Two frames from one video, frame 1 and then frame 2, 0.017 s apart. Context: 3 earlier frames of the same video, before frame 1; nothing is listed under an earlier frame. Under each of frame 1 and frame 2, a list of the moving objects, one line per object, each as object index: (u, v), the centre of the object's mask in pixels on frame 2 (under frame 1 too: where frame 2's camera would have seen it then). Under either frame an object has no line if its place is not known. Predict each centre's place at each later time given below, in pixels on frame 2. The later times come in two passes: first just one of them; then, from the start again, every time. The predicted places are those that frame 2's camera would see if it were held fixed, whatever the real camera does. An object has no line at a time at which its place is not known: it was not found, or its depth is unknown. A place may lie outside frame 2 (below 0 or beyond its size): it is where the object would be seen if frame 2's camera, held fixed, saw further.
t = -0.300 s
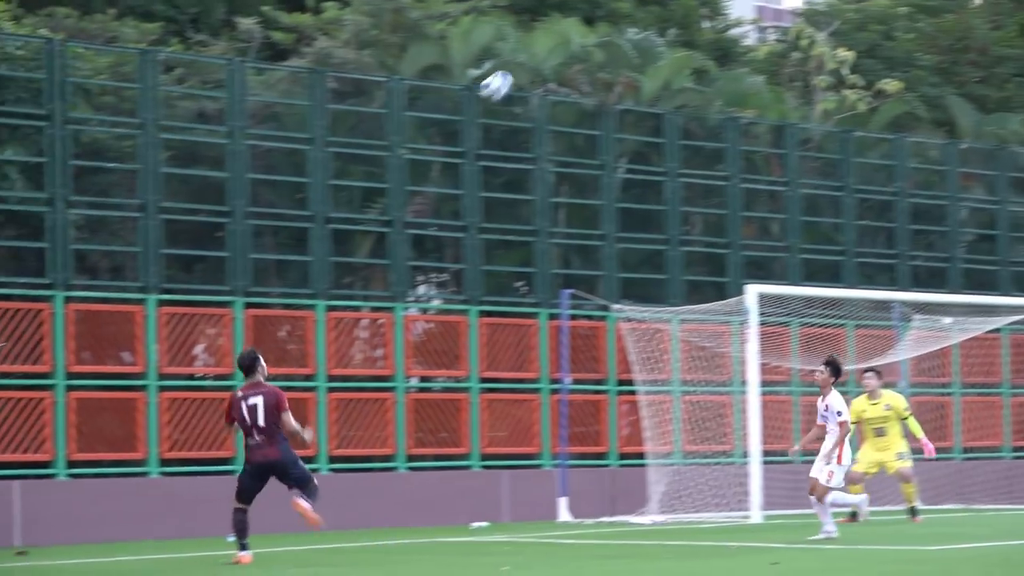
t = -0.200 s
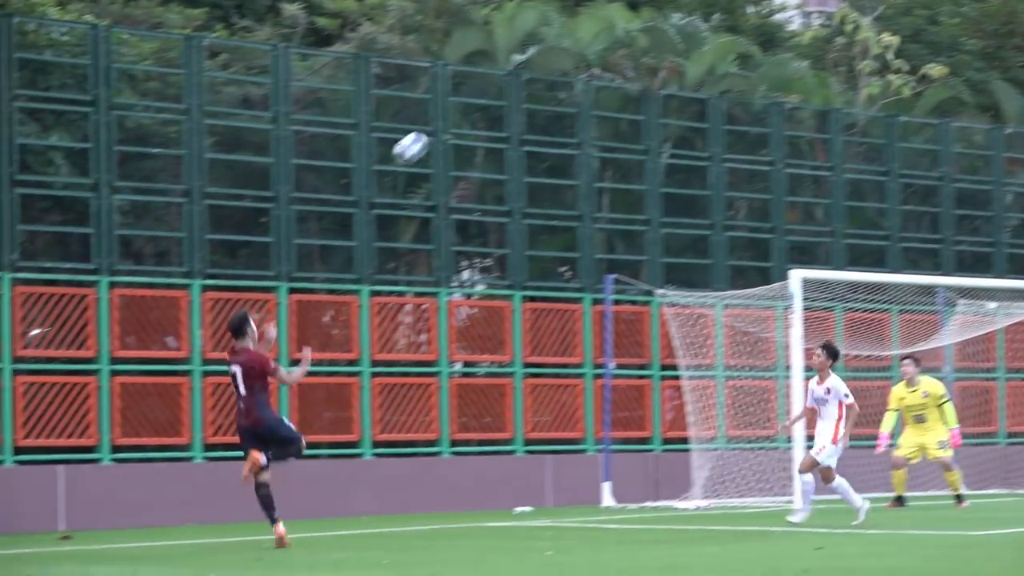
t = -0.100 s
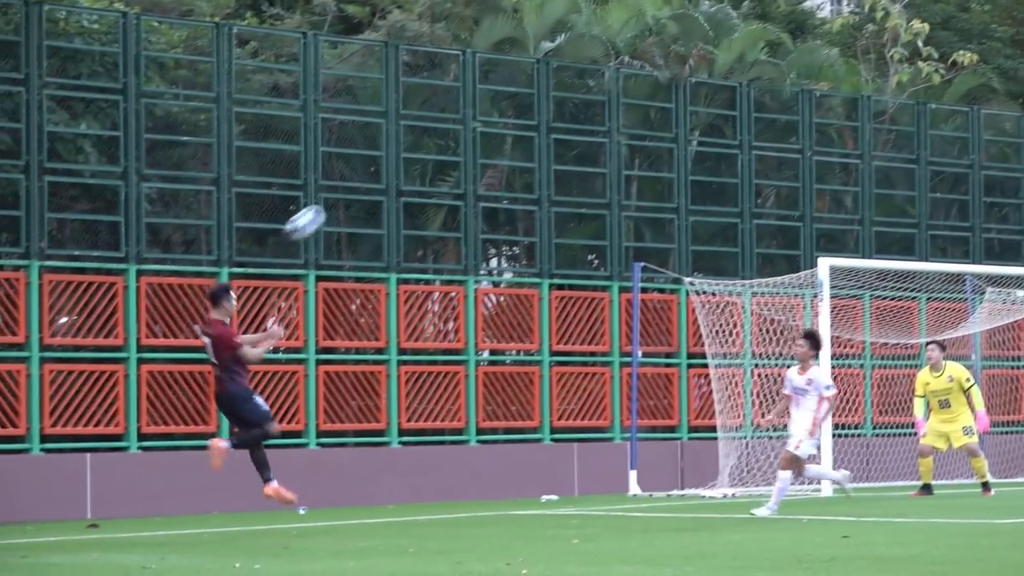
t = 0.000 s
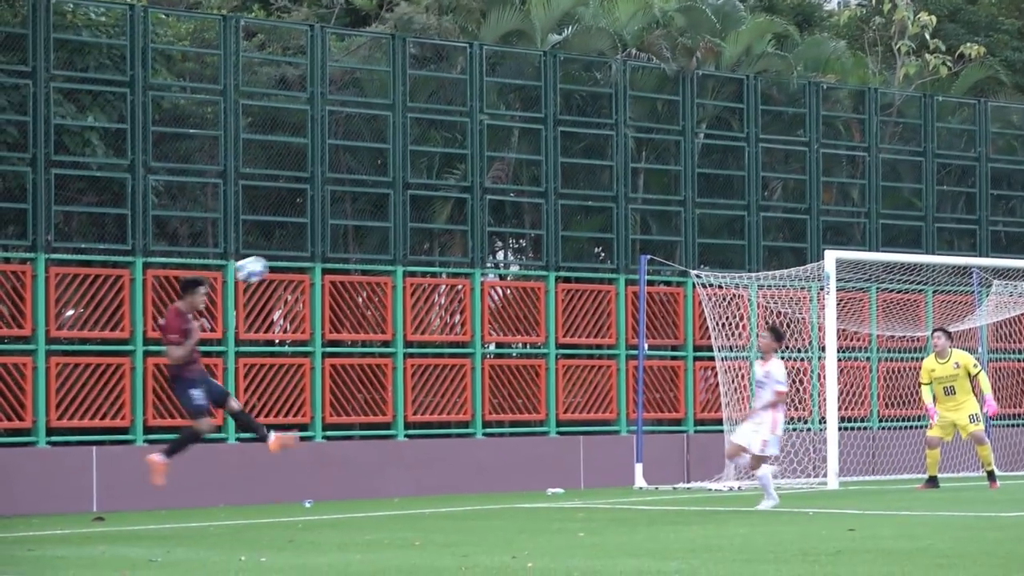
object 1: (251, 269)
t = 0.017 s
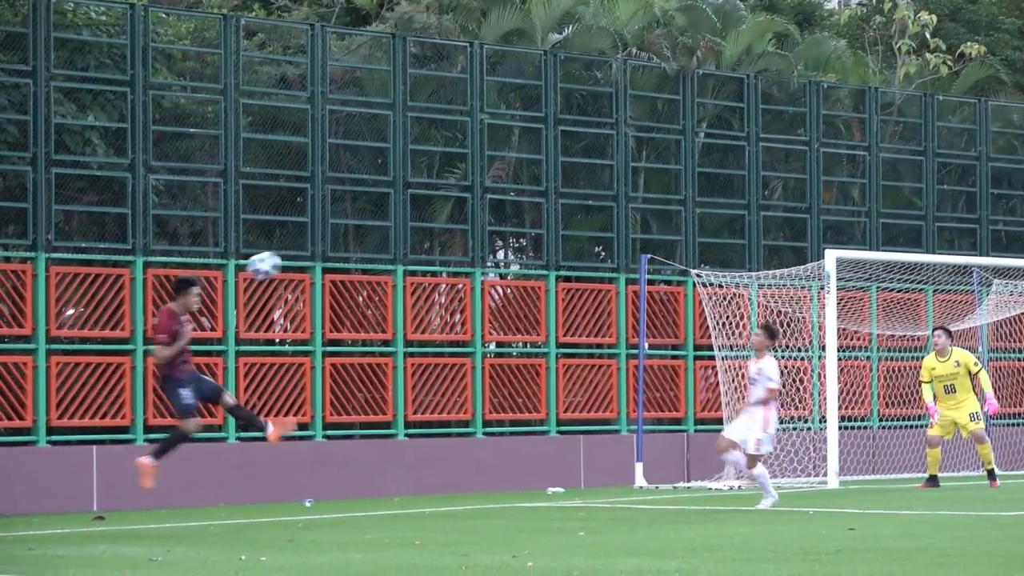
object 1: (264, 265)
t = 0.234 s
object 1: (435, 248)
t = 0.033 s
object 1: (278, 261)
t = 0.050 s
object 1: (291, 259)
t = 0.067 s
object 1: (304, 256)
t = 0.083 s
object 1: (317, 253)
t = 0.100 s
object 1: (330, 252)
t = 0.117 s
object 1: (343, 250)
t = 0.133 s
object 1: (357, 249)
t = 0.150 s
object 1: (370, 248)
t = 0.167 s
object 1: (383, 247)
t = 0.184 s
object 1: (396, 247)
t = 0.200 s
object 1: (409, 247)
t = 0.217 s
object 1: (421, 248)
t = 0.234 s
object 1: (435, 248)
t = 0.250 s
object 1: (449, 249)
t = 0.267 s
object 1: (462, 251)
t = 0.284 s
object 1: (475, 253)
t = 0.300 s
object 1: (488, 254)
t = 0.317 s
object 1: (501, 256)
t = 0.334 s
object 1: (514, 260)
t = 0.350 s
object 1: (529, 262)
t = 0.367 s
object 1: (541, 265)
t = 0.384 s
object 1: (554, 270)
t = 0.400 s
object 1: (568, 273)
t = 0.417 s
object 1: (581, 278)
